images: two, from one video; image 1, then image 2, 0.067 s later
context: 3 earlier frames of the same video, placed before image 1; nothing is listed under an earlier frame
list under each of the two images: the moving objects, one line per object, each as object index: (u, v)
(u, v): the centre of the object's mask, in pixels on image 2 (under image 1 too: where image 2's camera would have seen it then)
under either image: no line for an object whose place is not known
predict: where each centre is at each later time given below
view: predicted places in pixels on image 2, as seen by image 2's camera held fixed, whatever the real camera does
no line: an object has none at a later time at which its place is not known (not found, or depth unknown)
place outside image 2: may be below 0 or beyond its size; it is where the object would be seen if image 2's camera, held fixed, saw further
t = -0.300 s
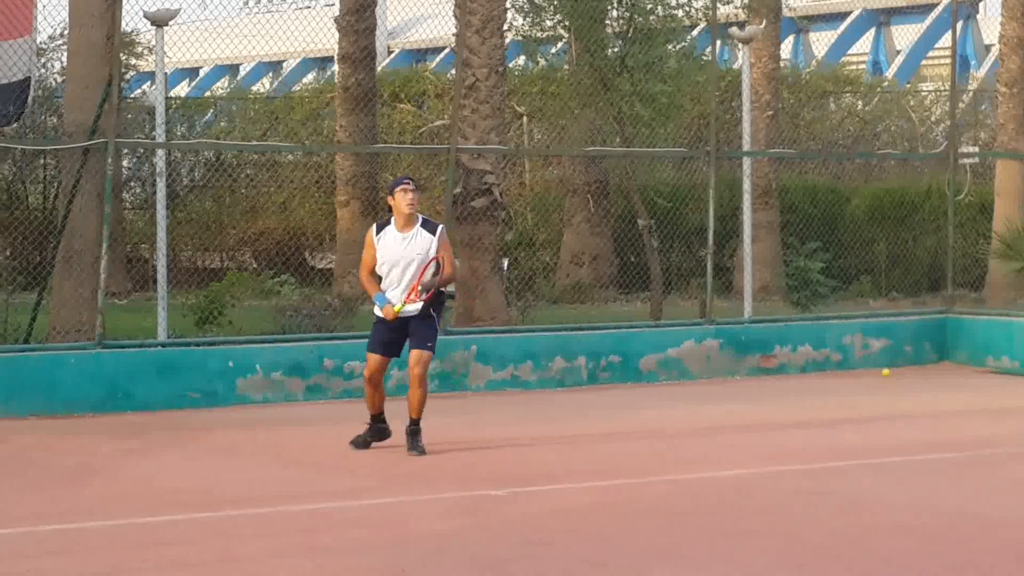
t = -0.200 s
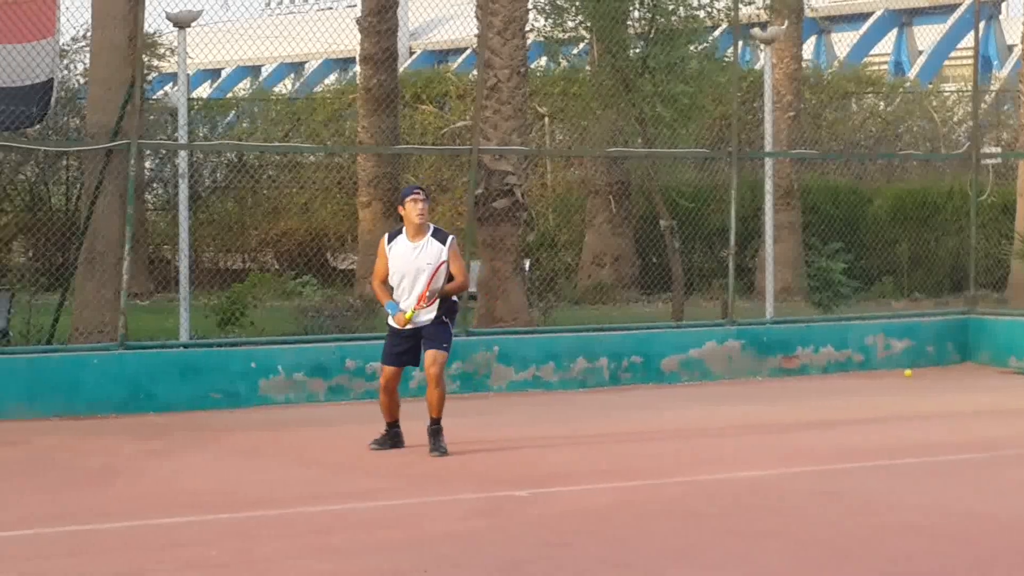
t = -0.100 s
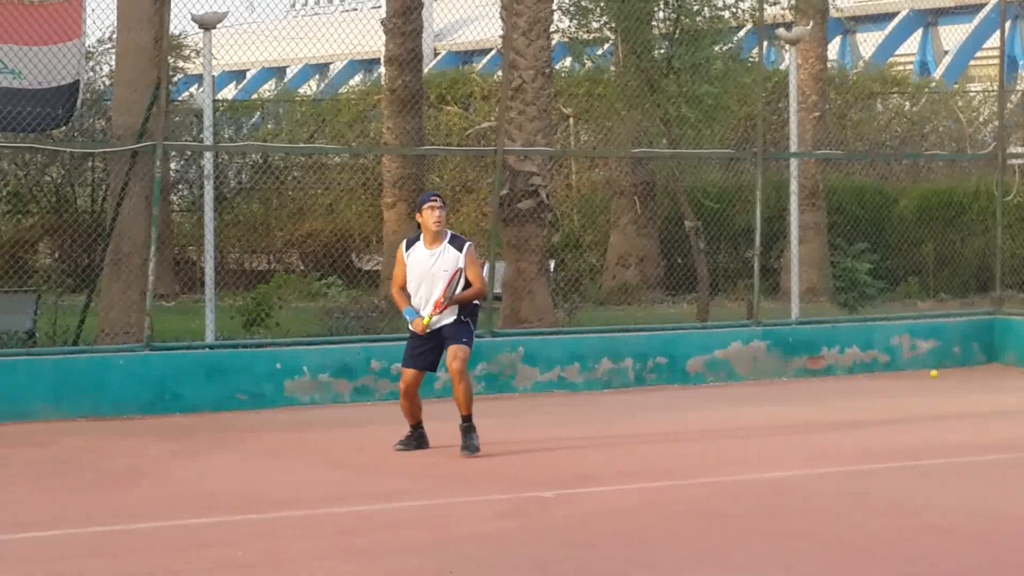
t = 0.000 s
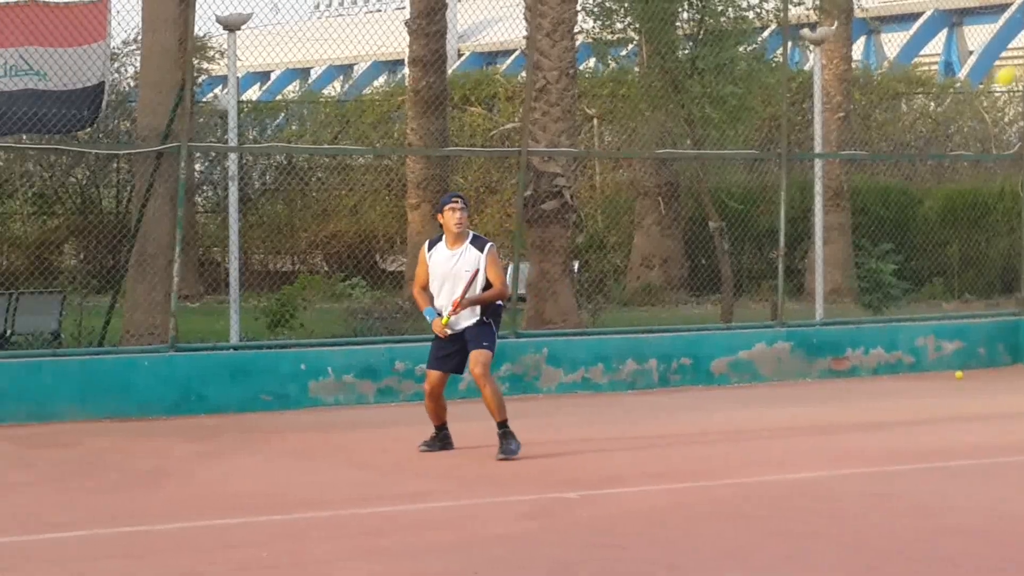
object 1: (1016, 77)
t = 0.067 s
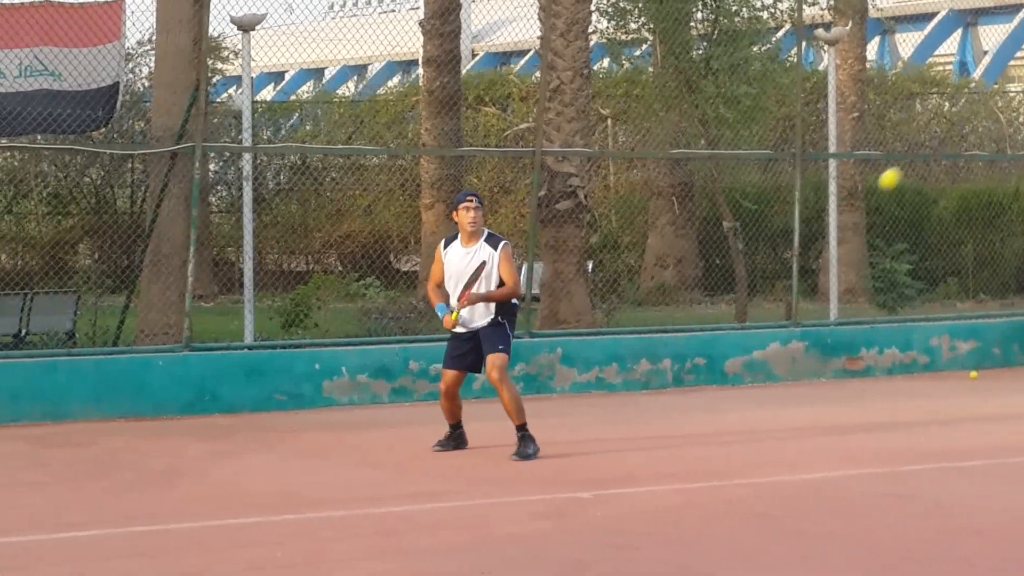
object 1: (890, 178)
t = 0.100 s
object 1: (831, 227)
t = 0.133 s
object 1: (777, 275)
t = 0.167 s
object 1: (726, 322)
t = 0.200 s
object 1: (678, 369)
